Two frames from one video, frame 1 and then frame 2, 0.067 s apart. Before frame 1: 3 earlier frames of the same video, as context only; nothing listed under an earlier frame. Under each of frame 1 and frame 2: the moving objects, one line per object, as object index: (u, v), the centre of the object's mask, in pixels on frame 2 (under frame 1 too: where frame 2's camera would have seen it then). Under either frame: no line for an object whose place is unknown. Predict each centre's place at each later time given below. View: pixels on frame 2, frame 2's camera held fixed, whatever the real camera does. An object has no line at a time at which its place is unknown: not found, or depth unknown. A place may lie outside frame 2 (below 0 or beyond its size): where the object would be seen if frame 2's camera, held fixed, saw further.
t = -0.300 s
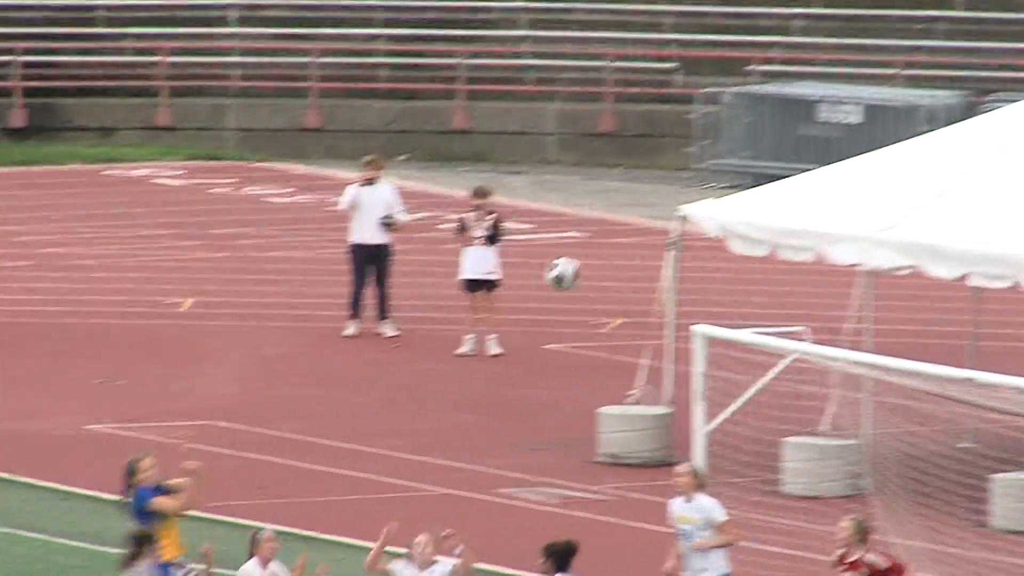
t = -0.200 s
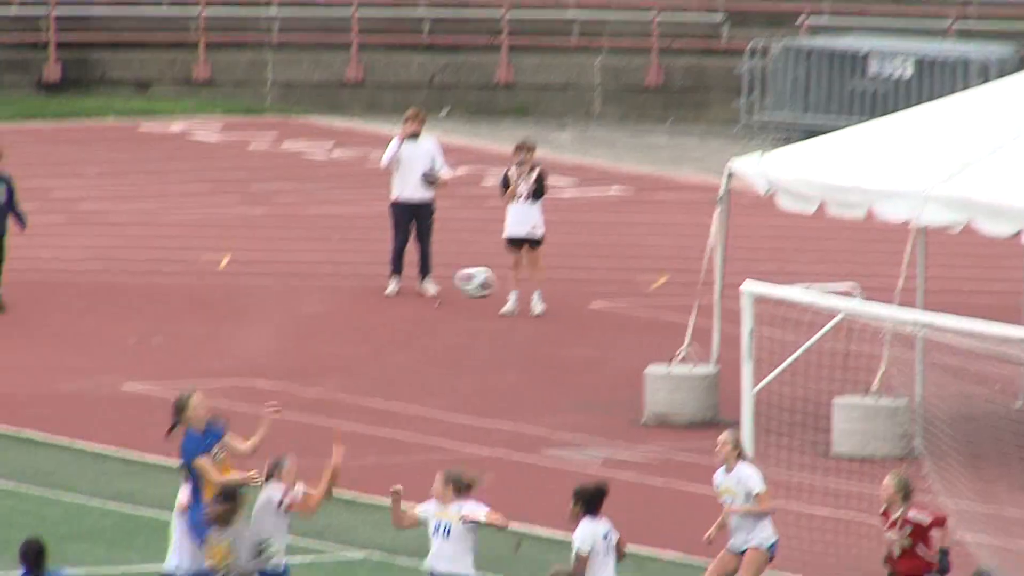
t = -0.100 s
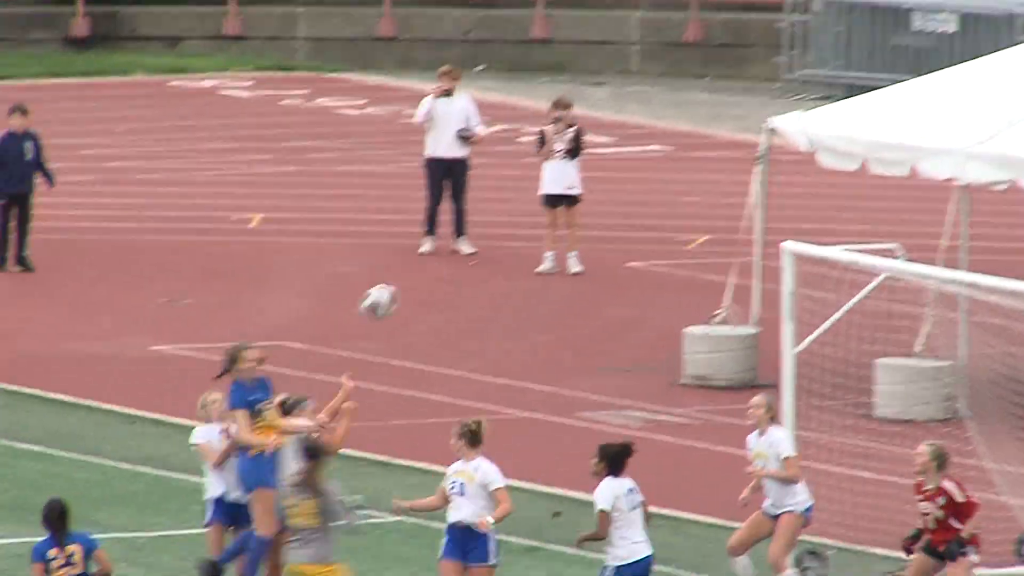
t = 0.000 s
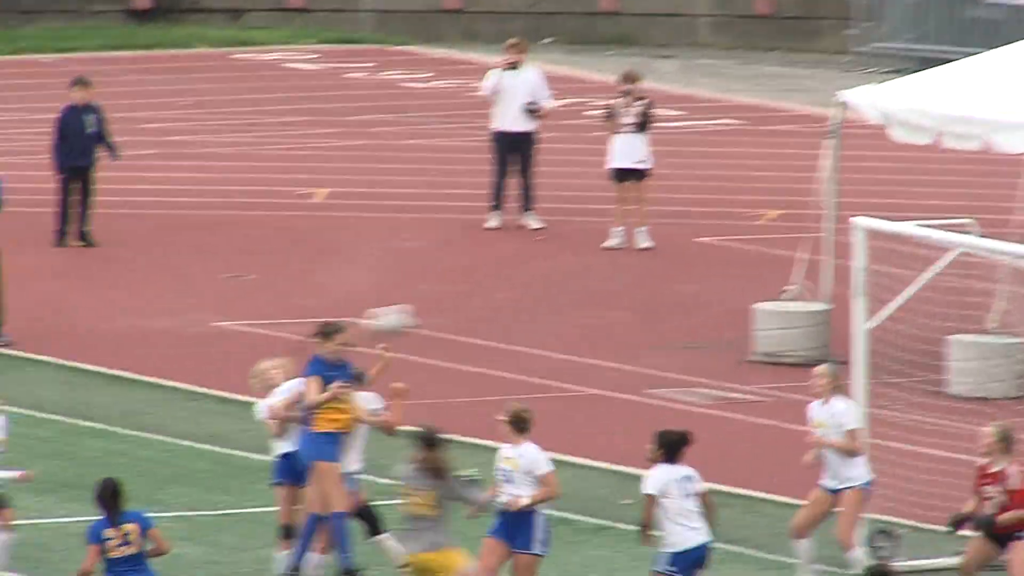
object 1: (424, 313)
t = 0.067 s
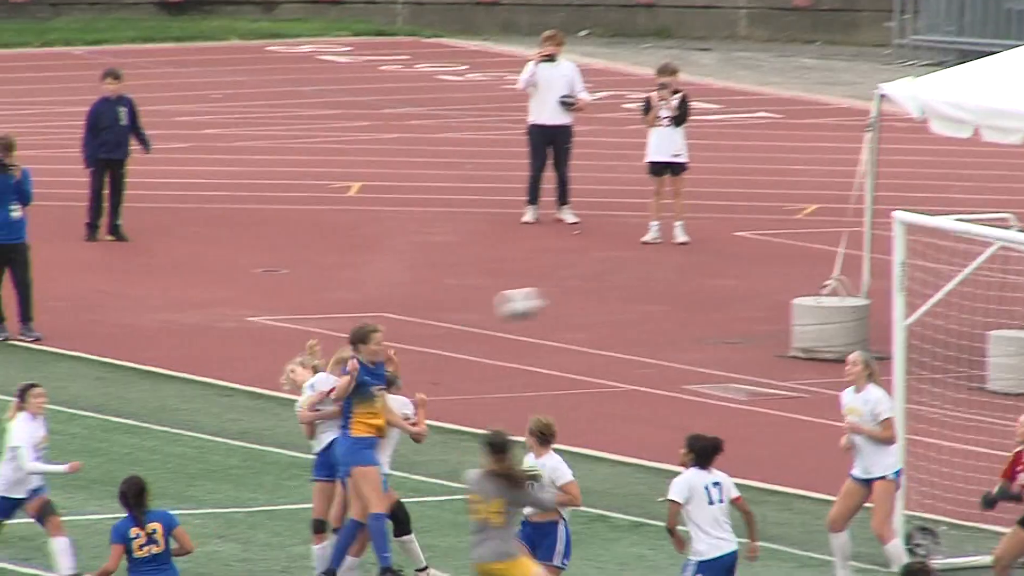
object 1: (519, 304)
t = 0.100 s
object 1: (568, 300)
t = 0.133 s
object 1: (612, 298)
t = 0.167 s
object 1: (661, 298)
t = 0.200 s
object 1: (706, 299)
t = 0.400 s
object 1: (962, 341)
